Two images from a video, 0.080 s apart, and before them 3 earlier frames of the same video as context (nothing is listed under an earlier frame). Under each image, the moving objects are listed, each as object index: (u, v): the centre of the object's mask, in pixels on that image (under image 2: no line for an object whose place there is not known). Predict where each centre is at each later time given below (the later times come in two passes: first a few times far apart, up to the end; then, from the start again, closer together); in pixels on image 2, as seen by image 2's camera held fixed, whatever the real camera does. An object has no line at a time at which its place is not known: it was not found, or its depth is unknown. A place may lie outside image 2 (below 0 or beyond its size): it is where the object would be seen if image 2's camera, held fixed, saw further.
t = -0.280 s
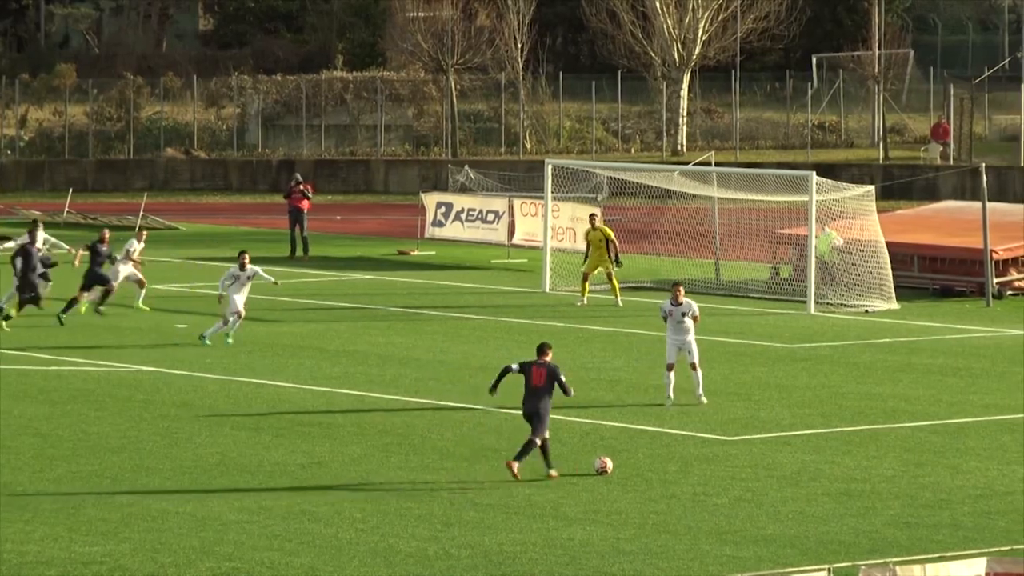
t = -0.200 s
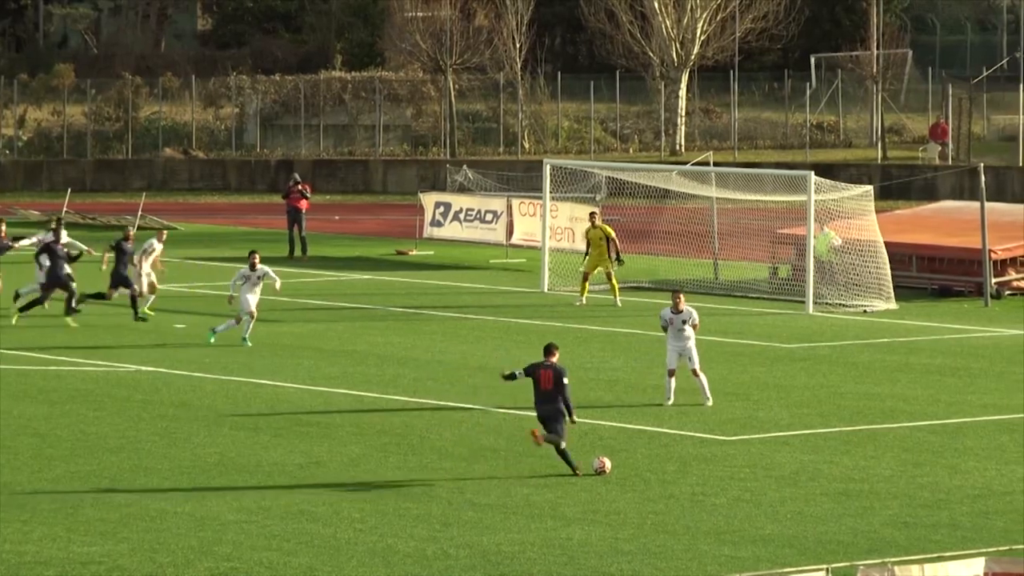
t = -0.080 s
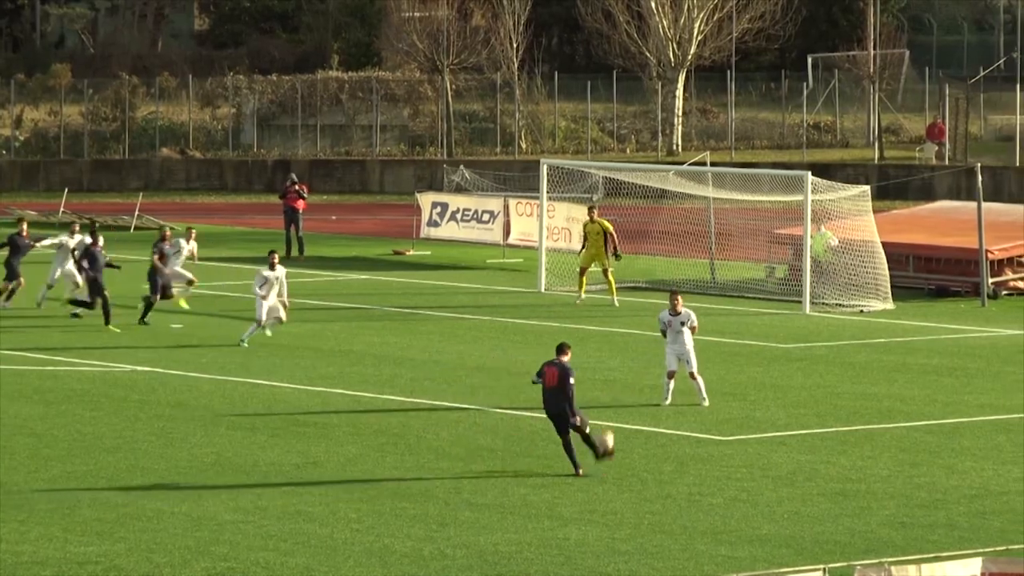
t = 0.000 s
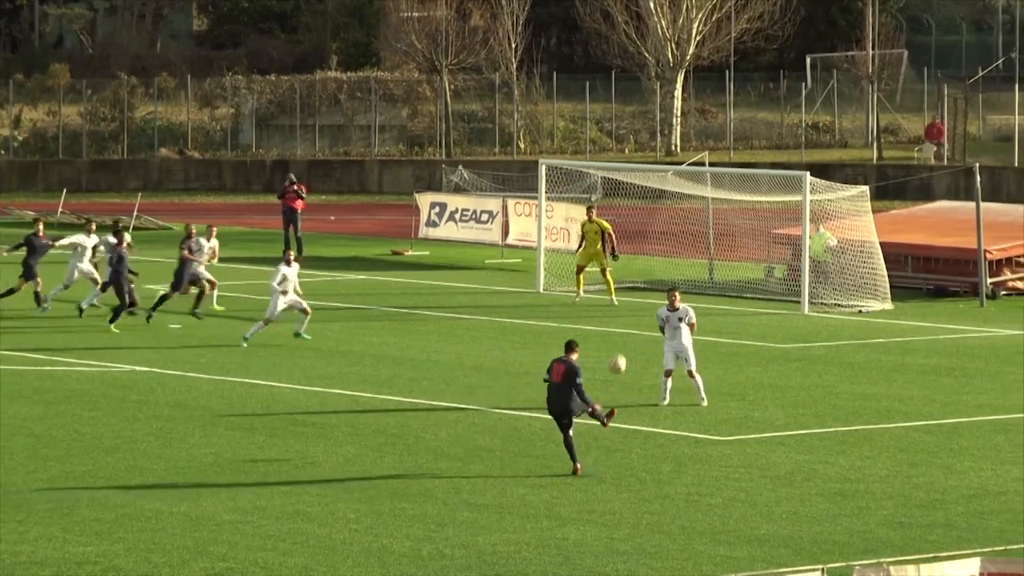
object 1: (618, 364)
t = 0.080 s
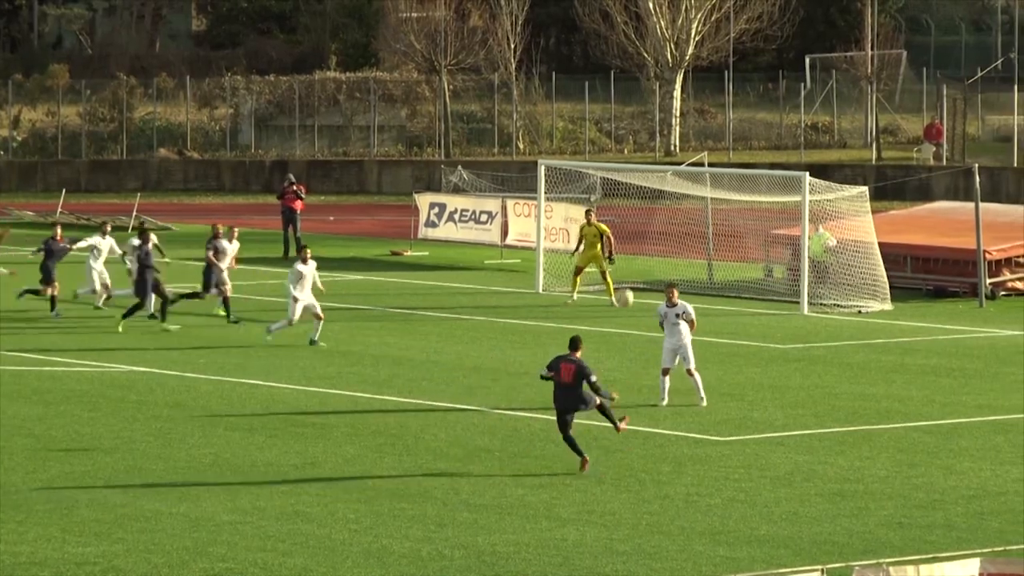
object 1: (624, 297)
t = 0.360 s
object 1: (623, 133)
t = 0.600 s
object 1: (598, 59)
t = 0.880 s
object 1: (553, 31)
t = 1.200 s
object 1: (499, 56)
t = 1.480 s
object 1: (435, 113)
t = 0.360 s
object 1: (623, 133)
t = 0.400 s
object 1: (621, 116)
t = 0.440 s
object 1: (617, 101)
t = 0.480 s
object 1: (612, 89)
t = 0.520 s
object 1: (608, 77)
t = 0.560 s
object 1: (603, 67)
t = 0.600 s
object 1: (598, 59)
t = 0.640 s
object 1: (592, 51)
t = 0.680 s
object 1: (587, 45)
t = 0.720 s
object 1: (580, 39)
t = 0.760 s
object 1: (573, 35)
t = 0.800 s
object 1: (567, 32)
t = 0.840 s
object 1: (560, 31)
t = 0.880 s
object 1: (553, 31)
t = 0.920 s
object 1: (546, 31)
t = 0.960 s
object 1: (539, 32)
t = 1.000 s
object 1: (531, 34)
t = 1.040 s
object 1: (525, 37)
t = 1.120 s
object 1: (513, 45)
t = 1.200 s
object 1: (499, 56)
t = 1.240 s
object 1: (491, 63)
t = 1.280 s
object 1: (482, 70)
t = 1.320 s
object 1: (474, 76)
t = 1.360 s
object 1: (465, 85)
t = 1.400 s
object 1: (456, 95)
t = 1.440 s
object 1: (445, 107)
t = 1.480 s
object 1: (435, 113)
